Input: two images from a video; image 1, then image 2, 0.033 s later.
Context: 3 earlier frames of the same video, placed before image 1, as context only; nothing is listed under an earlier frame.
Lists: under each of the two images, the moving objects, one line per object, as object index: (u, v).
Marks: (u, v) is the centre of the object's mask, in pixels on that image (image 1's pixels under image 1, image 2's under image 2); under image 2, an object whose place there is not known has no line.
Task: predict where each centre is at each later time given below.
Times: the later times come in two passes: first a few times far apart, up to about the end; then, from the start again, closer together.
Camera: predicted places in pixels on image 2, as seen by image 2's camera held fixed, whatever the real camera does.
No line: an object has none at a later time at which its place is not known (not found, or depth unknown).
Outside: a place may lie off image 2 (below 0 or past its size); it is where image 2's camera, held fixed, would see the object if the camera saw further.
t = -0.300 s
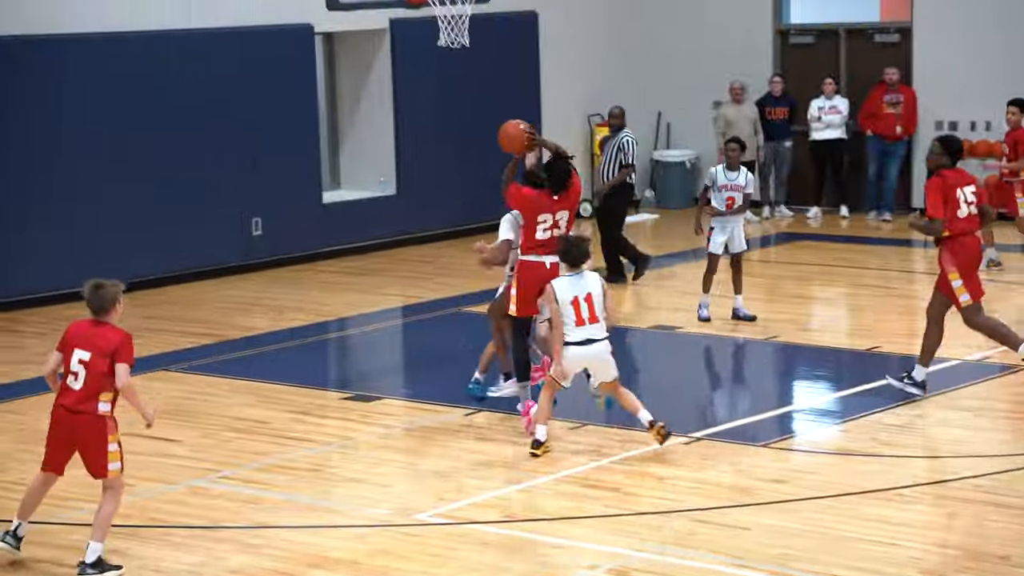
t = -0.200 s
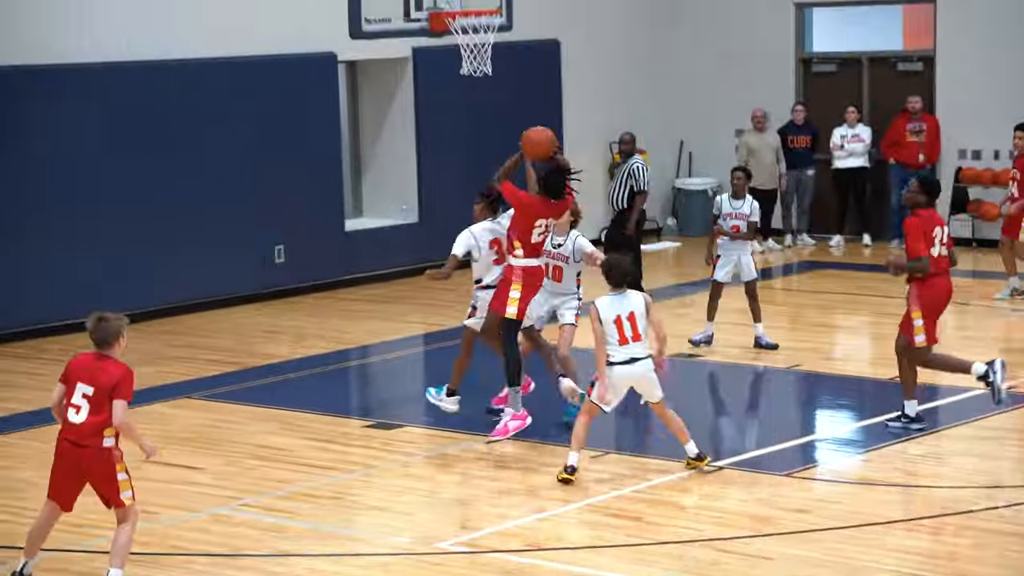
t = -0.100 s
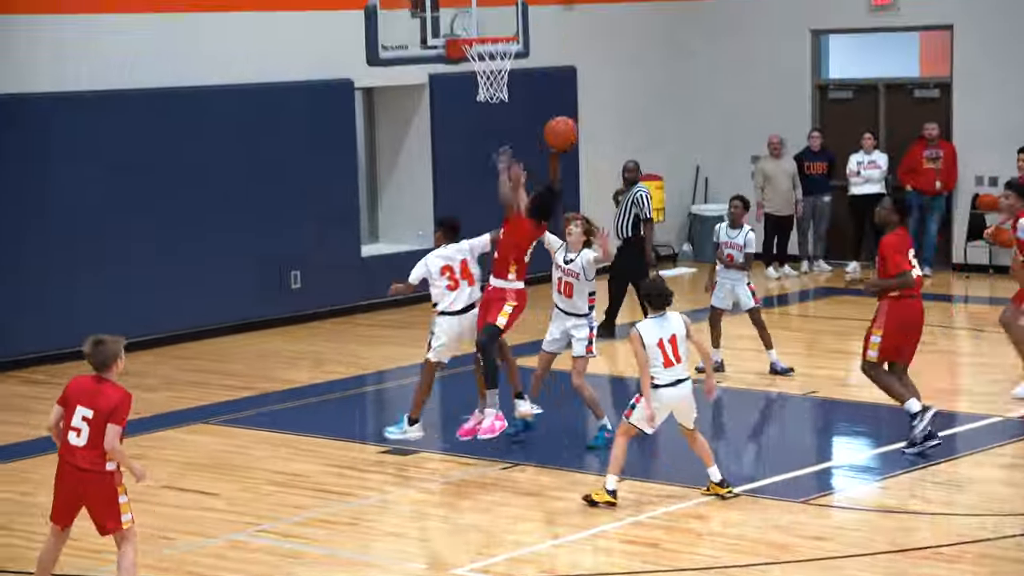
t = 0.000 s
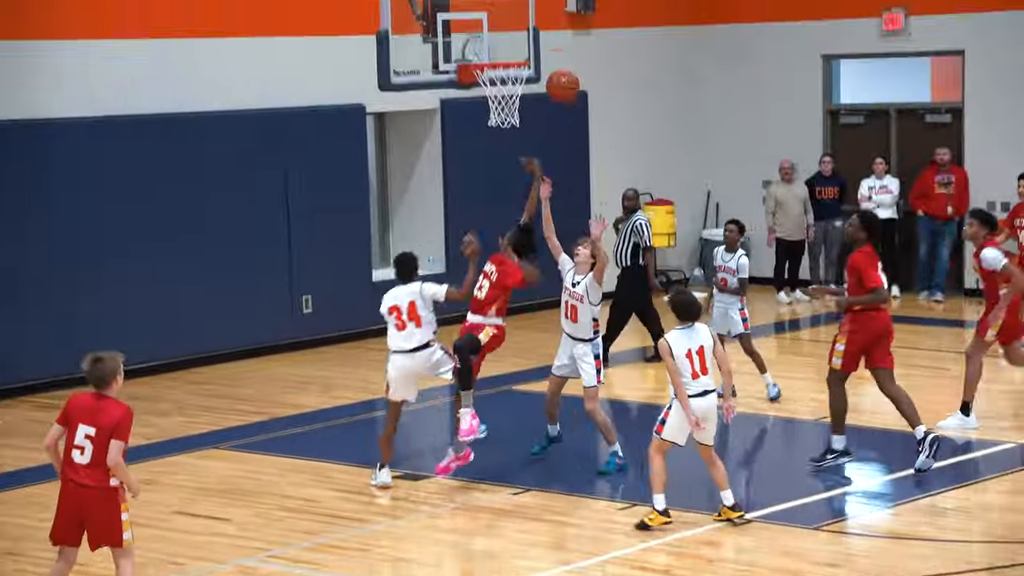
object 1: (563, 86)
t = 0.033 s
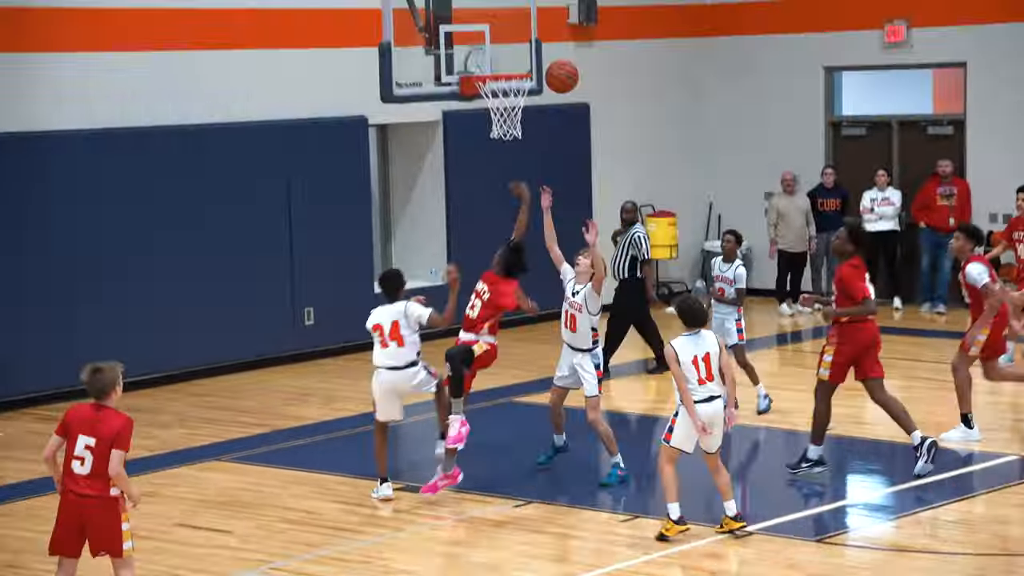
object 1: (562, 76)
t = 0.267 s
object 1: (542, -25)
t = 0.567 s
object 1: (522, -40)
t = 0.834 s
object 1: (533, 32)
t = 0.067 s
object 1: (558, 57)
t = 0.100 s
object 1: (557, 39)
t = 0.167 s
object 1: (550, 8)
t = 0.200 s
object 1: (547, -5)
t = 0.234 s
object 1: (544, -16)
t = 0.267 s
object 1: (542, -25)
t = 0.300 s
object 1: (540, -33)
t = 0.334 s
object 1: (537, -39)
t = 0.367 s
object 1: (535, -44)
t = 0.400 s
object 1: (532, -47)
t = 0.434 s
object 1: (530, -48)
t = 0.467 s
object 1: (528, -48)
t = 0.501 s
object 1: (526, -47)
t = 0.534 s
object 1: (524, -44)
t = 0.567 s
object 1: (522, -40)
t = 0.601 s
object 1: (520, -35)
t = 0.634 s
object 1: (519, -28)
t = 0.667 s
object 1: (517, -20)
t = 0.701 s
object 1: (515, -11)
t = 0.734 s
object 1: (514, -1)
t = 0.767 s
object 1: (512, 11)
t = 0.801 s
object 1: (521, 21)
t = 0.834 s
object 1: (533, 32)
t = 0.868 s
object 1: (546, 44)
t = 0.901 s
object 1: (558, 57)
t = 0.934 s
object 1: (570, 72)
